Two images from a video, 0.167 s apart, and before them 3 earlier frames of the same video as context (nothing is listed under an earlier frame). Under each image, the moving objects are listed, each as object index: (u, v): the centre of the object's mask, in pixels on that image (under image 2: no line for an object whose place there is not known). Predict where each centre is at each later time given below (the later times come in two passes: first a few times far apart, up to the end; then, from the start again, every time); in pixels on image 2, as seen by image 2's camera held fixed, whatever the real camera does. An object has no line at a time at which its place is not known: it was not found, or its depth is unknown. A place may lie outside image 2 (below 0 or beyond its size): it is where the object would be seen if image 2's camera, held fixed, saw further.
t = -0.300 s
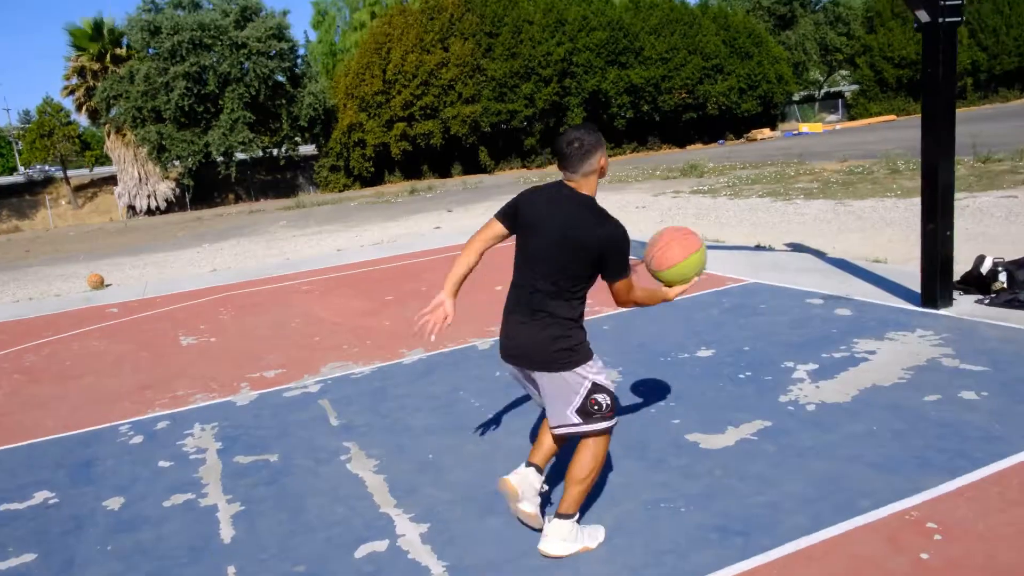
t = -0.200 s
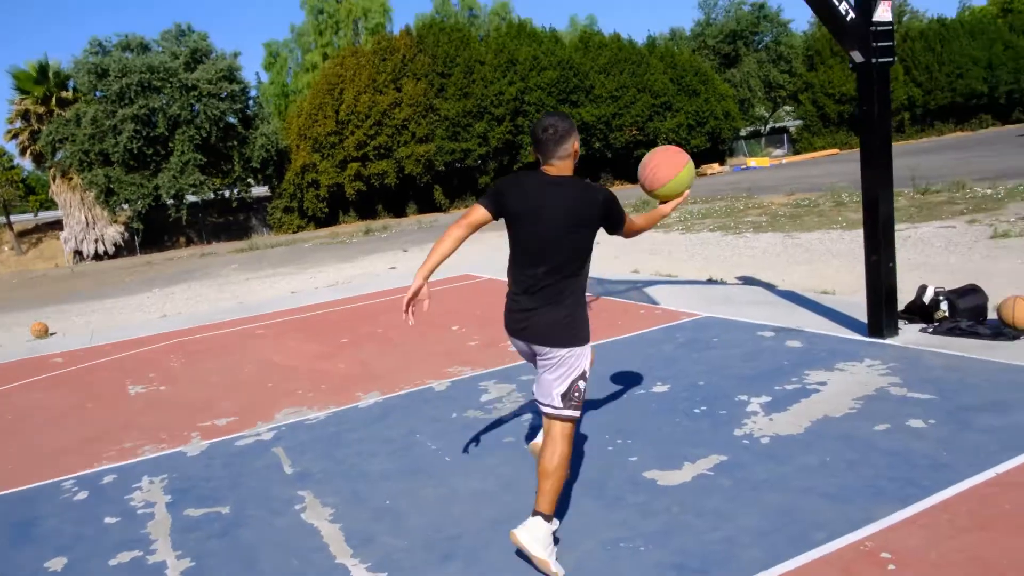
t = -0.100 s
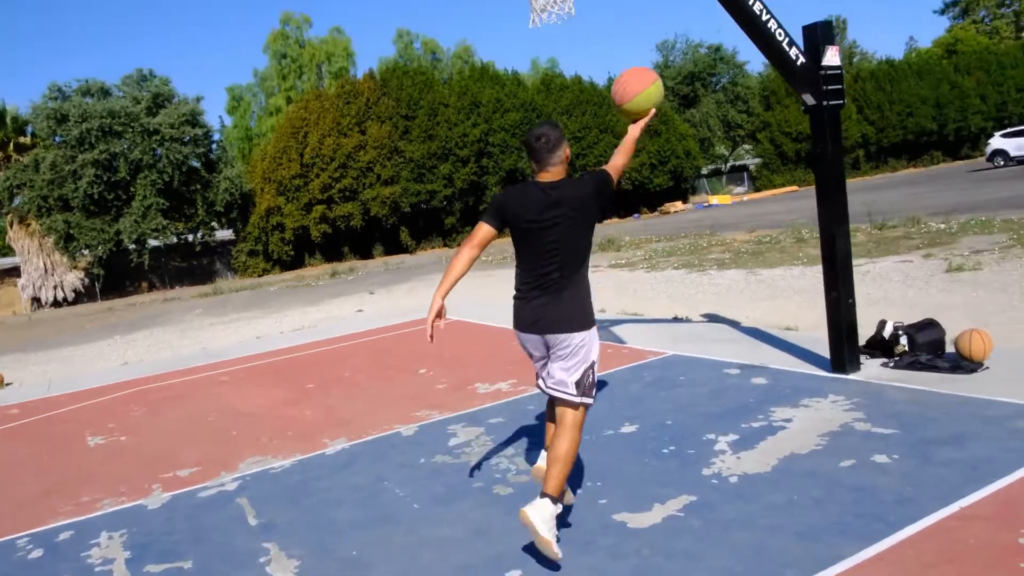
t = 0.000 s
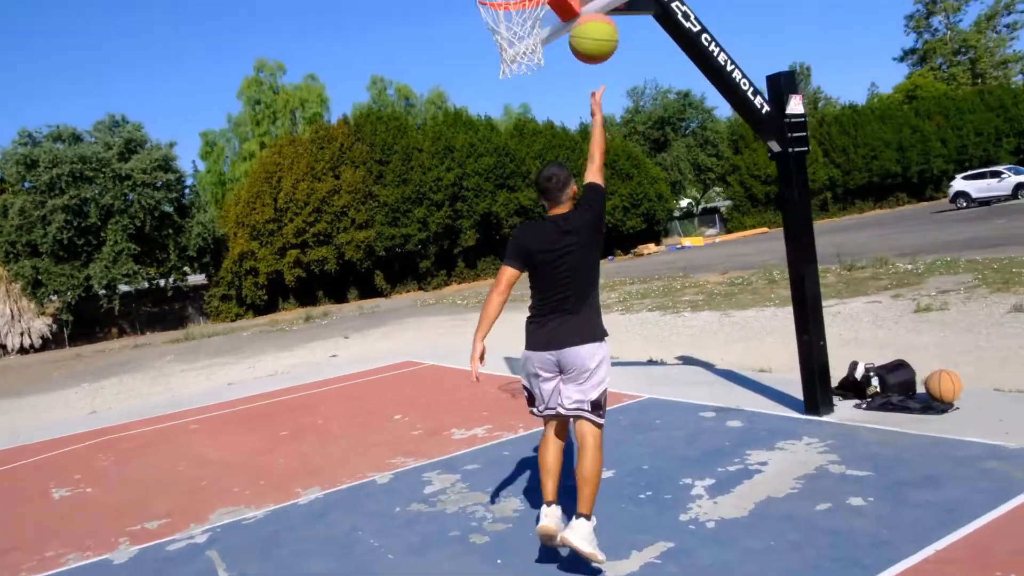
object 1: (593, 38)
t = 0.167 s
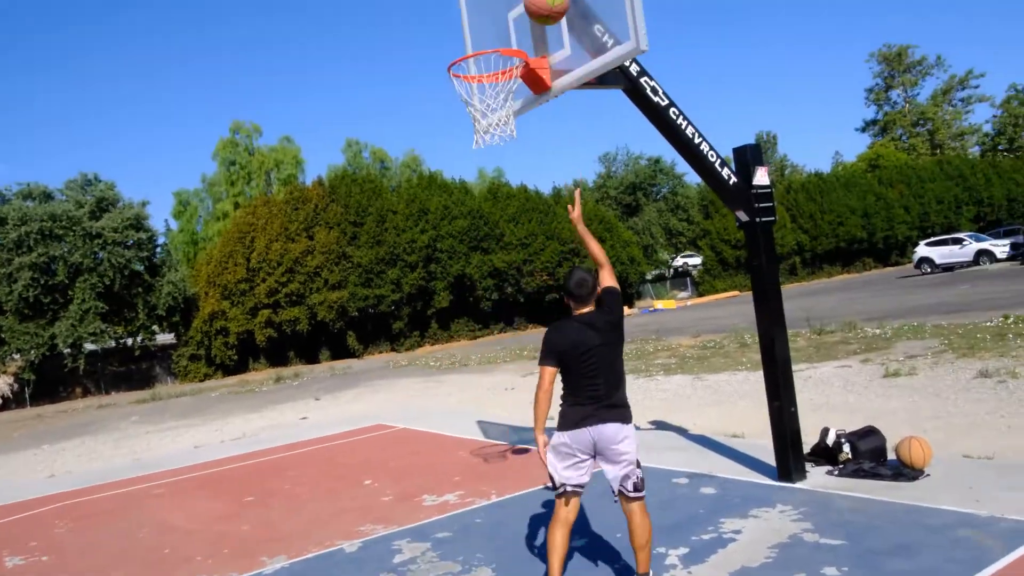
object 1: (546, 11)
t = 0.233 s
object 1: (540, -10)
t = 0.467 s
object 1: (533, -34)
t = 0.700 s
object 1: (496, -11)
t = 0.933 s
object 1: (472, 107)
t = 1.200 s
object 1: (487, 216)
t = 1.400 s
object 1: (508, 373)
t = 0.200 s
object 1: (543, -1)
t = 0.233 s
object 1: (540, -10)
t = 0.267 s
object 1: (537, -18)
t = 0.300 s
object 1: (537, -24)
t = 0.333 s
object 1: (535, -29)
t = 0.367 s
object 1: (534, -32)
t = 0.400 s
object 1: (533, -34)
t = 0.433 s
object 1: (532, -35)
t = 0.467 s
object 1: (533, -34)
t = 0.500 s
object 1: (527, -35)
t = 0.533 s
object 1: (521, -34)
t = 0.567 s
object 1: (515, -32)
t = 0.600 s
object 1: (510, -29)
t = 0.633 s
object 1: (505, -24)
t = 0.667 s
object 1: (501, -19)
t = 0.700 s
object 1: (496, -11)
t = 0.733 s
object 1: (492, 1)
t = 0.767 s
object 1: (488, 14)
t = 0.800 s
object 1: (485, 29)
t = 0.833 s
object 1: (481, 46)
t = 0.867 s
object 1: (478, 66)
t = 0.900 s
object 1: (476, 86)
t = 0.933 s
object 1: (472, 107)
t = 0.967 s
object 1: (472, 121)
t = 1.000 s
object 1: (473, 130)
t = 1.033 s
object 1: (475, 139)
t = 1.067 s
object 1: (477, 151)
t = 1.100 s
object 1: (479, 164)
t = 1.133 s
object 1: (481, 179)
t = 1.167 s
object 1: (484, 196)
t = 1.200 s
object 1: (487, 216)
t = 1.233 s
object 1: (490, 237)
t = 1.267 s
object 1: (493, 260)
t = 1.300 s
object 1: (497, 285)
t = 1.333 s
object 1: (501, 311)
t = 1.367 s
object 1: (505, 341)
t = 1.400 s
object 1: (508, 373)
